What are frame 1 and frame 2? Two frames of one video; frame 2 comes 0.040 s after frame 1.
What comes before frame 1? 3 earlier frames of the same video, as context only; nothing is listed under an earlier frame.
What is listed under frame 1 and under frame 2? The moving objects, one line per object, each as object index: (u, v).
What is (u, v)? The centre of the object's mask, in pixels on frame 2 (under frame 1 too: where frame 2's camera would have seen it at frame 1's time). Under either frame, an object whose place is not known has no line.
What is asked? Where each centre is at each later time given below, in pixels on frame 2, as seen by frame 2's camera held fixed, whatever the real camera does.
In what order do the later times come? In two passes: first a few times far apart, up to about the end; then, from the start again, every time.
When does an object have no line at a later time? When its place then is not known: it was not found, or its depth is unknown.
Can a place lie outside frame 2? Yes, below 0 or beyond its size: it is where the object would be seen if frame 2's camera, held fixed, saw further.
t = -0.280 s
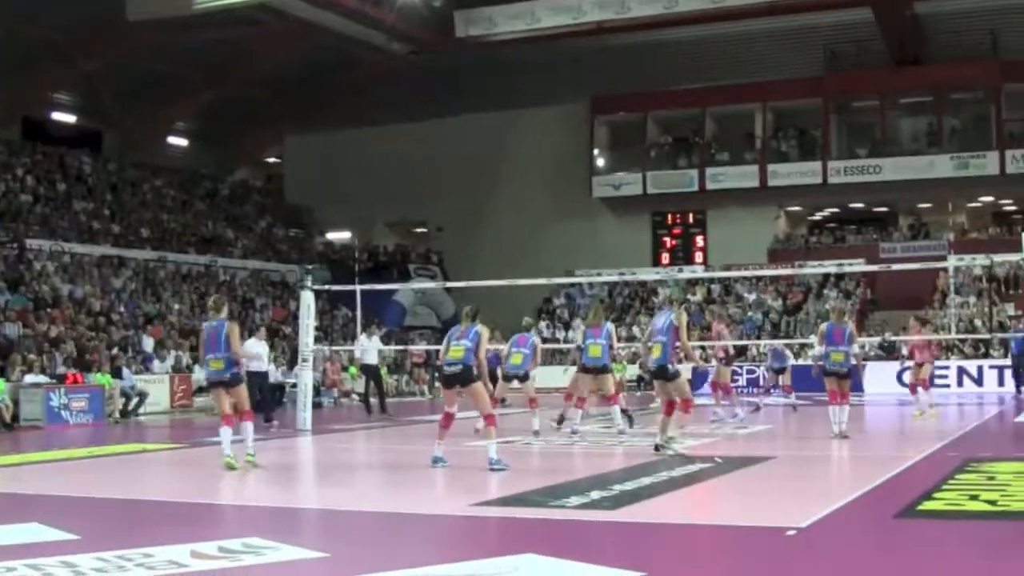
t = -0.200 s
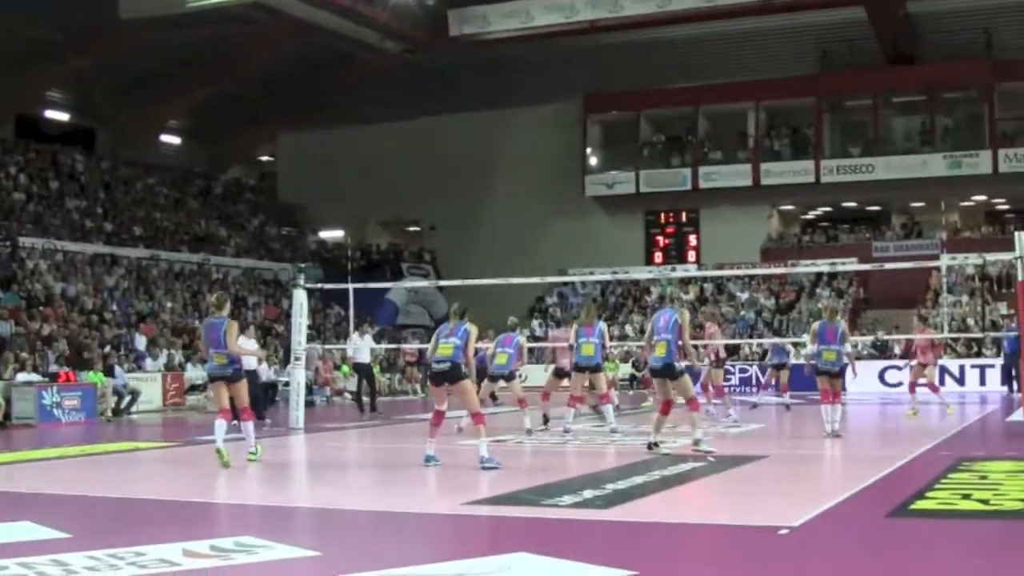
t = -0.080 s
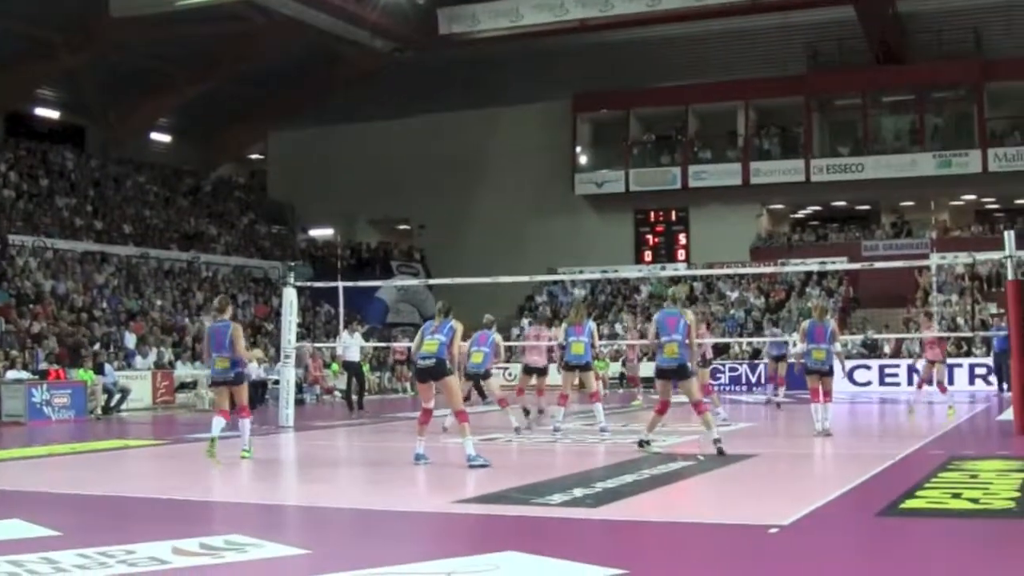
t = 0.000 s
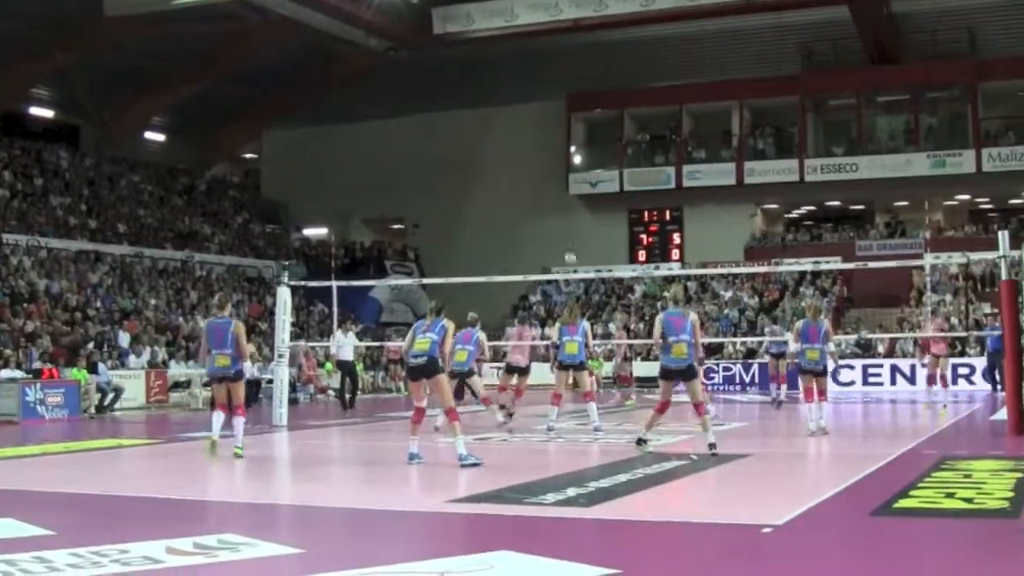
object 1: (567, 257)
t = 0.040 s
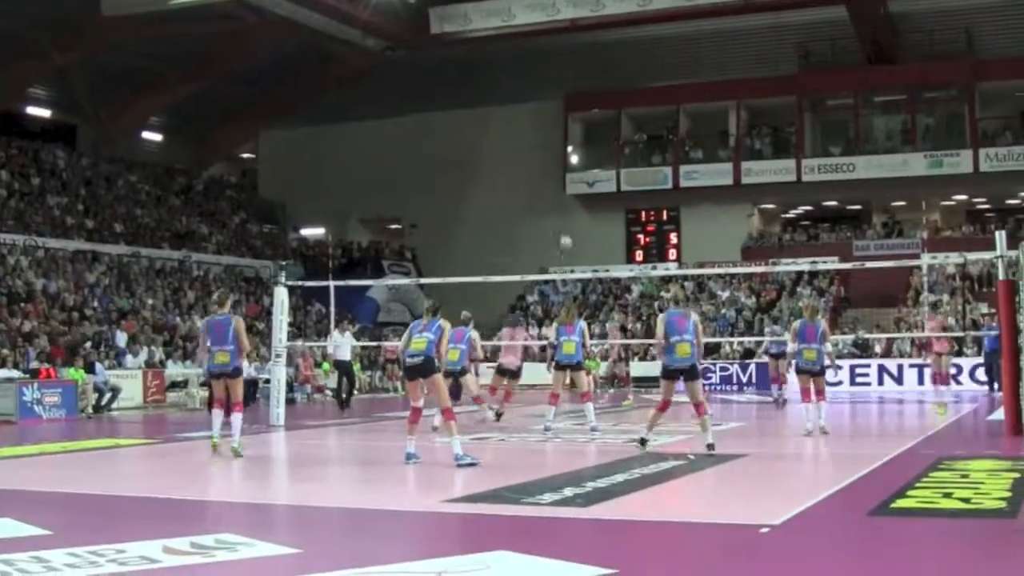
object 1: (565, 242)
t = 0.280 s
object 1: (556, 162)
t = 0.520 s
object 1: (546, 110)
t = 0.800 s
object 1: (536, 87)
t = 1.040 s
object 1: (527, 103)
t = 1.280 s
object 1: (518, 154)
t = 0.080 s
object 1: (564, 227)
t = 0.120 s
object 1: (562, 212)
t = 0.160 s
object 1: (560, 198)
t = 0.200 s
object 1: (559, 185)
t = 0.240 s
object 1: (557, 173)
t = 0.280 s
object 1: (556, 162)
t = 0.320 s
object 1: (555, 151)
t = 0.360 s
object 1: (553, 141)
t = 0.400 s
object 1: (551, 133)
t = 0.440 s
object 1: (550, 124)
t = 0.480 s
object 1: (548, 116)
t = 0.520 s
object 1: (546, 110)
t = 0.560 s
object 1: (545, 104)
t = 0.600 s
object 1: (544, 99)
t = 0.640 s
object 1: (542, 94)
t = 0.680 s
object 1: (541, 91)
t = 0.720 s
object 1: (539, 89)
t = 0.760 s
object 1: (538, 87)
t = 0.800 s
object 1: (536, 87)
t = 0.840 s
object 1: (535, 87)
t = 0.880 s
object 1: (533, 88)
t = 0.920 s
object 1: (532, 90)
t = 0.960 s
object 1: (530, 93)
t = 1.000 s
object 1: (529, 98)
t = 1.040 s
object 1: (527, 103)
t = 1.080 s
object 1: (526, 109)
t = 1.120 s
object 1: (525, 116)
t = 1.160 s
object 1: (523, 124)
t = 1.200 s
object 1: (521, 132)
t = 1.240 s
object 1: (520, 142)
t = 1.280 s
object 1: (518, 154)
